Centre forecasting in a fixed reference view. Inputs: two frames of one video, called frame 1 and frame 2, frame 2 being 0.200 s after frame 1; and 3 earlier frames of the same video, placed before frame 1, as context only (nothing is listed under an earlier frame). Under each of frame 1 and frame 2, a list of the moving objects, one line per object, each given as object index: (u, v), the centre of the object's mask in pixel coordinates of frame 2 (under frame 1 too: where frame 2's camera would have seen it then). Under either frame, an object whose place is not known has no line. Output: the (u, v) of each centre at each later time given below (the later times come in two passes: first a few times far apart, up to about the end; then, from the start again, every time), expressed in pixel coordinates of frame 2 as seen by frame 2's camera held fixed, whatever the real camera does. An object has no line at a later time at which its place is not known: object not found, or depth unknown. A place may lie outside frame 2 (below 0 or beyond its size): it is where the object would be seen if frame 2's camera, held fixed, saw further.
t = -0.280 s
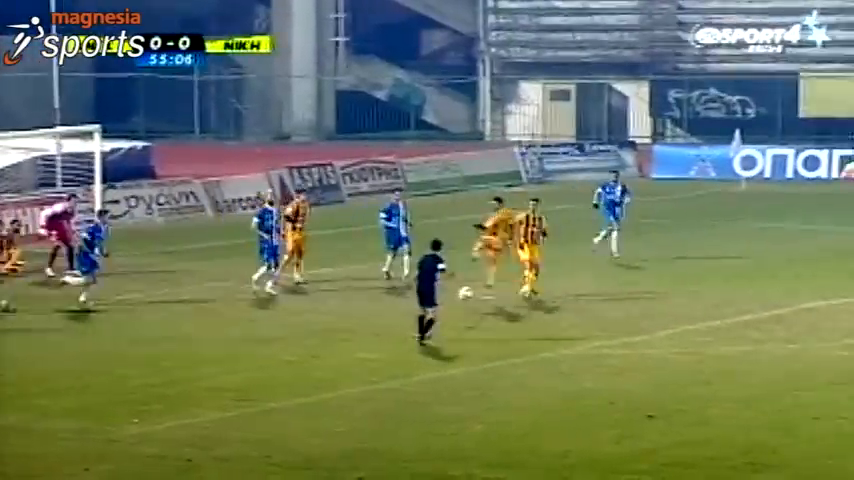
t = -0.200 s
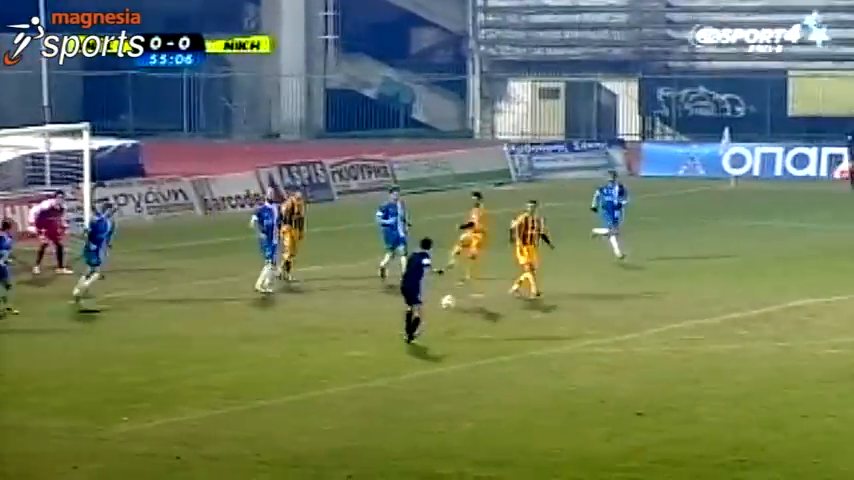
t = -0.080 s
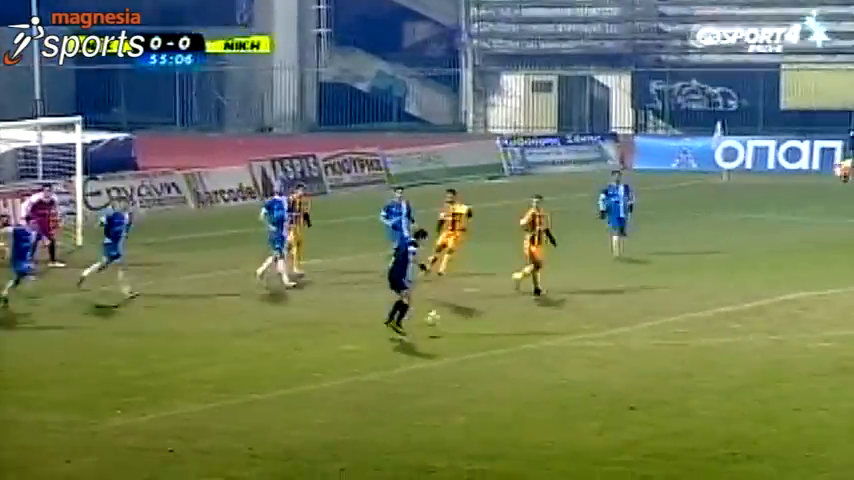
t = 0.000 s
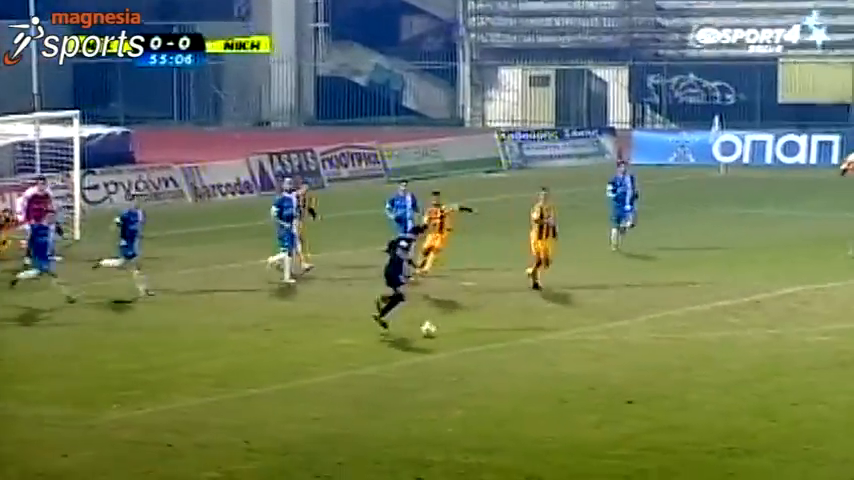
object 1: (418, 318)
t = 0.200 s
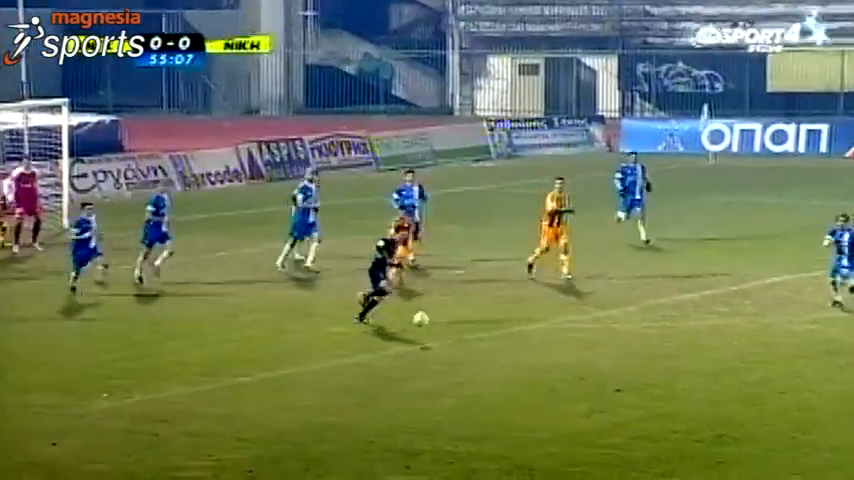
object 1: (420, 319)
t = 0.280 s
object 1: (424, 327)
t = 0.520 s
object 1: (441, 358)
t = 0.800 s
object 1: (471, 388)
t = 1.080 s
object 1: (503, 408)
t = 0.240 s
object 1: (422, 323)
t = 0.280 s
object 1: (424, 327)
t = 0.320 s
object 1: (426, 333)
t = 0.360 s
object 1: (429, 340)
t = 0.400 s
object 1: (432, 348)
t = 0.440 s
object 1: (435, 359)
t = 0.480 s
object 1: (438, 359)
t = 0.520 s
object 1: (441, 358)
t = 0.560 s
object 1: (445, 359)
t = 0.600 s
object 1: (448, 361)
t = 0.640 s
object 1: (453, 365)
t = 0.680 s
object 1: (457, 368)
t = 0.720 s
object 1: (461, 374)
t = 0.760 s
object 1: (466, 382)
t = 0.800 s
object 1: (471, 388)
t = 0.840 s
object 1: (475, 387)
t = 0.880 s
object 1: (479, 388)
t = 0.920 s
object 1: (484, 390)
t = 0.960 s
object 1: (488, 393)
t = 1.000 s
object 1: (493, 397)
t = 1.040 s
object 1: (498, 404)
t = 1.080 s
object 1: (503, 408)
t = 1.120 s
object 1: (506, 406)
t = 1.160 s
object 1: (510, 407)
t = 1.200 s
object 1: (515, 409)
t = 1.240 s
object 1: (519, 412)
